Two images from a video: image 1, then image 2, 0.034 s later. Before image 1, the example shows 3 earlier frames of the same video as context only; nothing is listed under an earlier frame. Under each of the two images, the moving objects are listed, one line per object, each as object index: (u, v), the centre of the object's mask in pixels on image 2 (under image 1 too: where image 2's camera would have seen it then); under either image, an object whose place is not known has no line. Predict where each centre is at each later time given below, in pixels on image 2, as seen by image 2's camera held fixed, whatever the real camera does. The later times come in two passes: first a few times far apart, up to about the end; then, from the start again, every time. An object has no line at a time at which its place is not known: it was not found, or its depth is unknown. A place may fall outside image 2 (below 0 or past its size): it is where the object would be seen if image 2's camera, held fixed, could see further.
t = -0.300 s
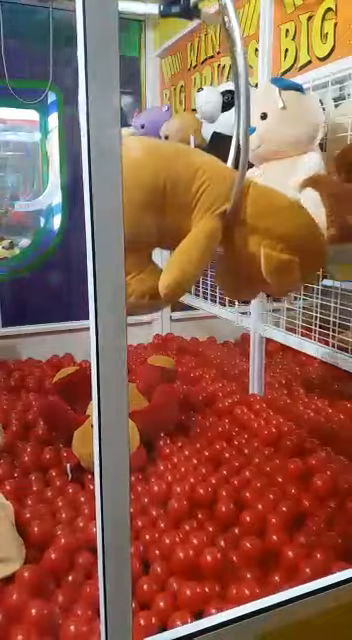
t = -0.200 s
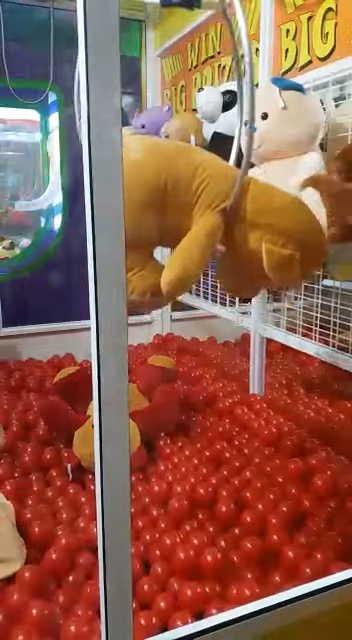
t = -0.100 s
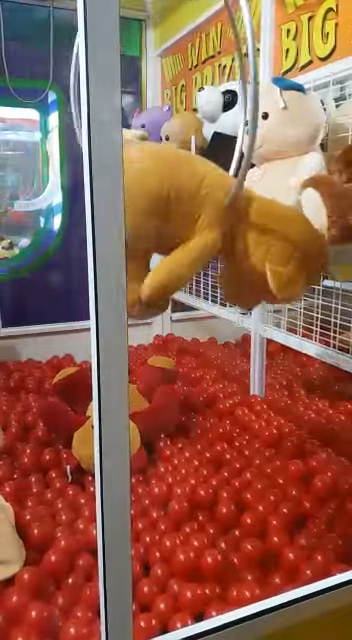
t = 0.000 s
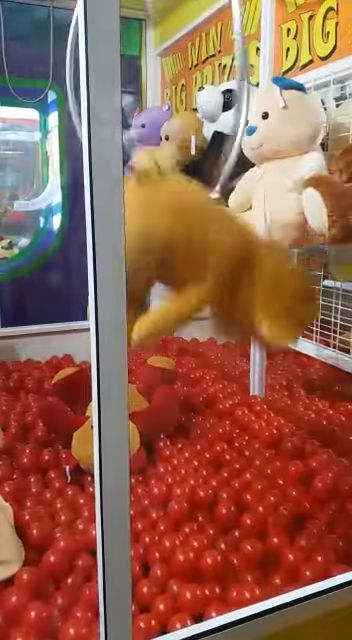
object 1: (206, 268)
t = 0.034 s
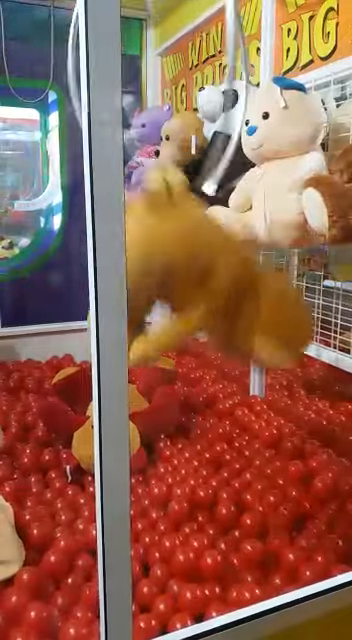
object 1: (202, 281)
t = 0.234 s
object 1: (205, 477)
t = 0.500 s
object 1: (137, 530)
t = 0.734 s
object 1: (131, 534)
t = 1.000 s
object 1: (149, 540)
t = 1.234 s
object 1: (200, 545)
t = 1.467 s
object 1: (199, 544)
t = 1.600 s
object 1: (201, 545)
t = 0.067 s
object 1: (199, 303)
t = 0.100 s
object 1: (200, 332)
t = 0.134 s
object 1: (204, 366)
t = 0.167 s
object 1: (207, 398)
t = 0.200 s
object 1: (206, 435)
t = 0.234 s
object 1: (205, 477)
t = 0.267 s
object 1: (206, 503)
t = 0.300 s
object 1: (206, 517)
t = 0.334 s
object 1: (200, 531)
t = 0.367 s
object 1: (192, 533)
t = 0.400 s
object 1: (161, 528)
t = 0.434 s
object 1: (151, 534)
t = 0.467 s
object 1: (141, 532)
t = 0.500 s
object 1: (137, 530)
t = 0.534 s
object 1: (133, 528)
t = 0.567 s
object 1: (132, 529)
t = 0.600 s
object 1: (131, 528)
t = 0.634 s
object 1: (131, 529)
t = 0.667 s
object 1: (132, 532)
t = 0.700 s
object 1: (131, 533)
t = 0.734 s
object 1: (131, 534)
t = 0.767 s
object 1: (132, 533)
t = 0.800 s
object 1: (132, 532)
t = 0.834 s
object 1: (131, 531)
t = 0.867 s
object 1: (132, 530)
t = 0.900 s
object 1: (132, 530)
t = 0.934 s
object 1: (131, 532)
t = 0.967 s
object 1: (141, 535)
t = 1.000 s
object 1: (149, 540)
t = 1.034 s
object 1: (155, 545)
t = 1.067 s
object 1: (163, 544)
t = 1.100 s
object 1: (167, 540)
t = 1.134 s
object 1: (174, 538)
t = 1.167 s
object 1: (195, 536)
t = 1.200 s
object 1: (198, 541)
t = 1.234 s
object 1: (200, 545)
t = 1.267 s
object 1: (201, 546)
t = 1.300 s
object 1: (201, 546)
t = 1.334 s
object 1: (201, 546)
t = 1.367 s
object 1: (202, 546)
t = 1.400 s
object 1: (201, 546)
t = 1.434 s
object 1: (200, 544)
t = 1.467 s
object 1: (199, 544)
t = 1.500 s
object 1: (199, 543)
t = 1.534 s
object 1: (201, 544)
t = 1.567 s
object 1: (201, 544)
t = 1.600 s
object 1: (201, 545)
